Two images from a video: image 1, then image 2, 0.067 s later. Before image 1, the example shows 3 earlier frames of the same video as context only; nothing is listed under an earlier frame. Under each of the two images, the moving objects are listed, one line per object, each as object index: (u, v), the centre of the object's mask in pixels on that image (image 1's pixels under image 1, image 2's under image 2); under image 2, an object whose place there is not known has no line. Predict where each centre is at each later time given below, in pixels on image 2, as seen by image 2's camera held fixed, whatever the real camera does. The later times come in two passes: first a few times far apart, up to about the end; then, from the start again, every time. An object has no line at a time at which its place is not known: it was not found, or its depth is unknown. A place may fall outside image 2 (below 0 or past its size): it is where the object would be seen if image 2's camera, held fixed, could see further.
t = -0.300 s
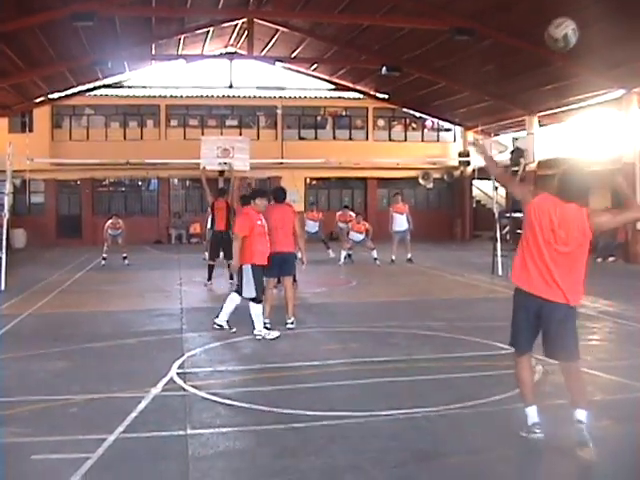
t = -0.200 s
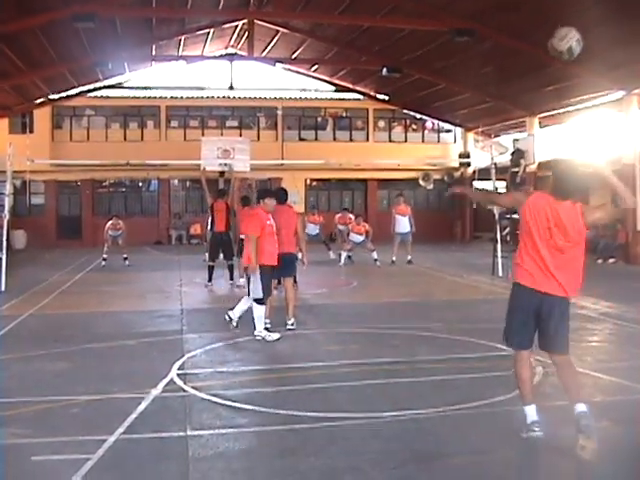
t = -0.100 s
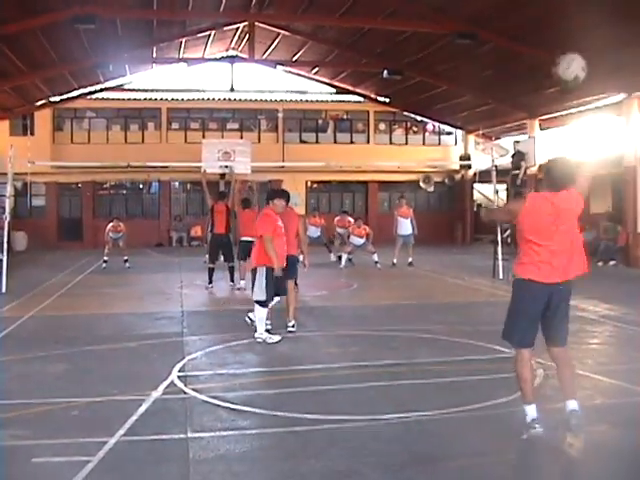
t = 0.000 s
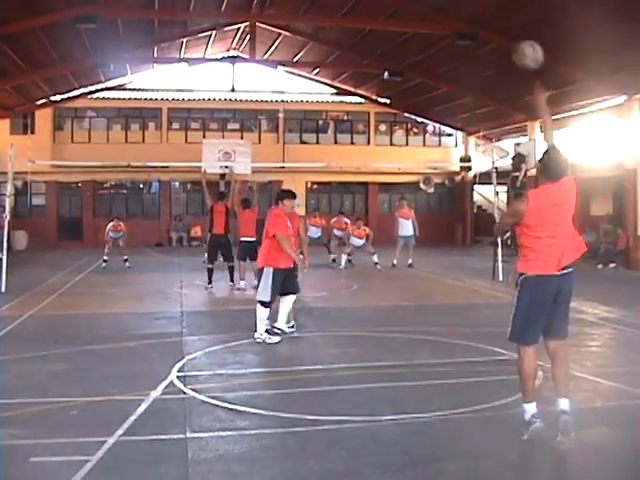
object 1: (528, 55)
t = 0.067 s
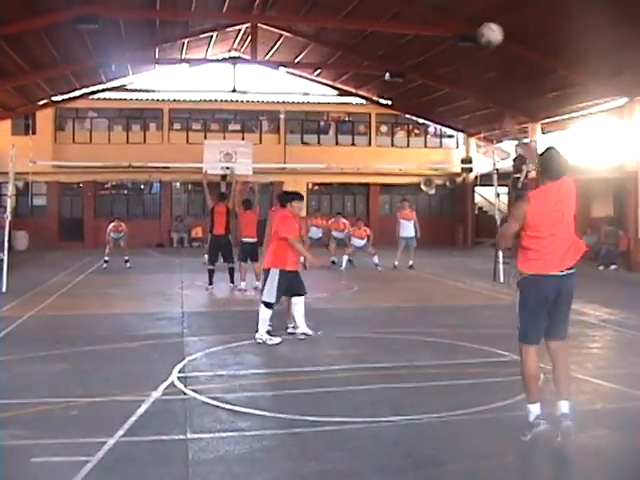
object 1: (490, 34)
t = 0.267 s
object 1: (418, 19)
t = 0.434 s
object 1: (385, 32)
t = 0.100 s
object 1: (474, 27)
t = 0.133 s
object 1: (461, 23)
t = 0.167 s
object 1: (449, 19)
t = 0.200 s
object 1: (437, 18)
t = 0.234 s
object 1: (427, 18)
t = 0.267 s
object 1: (418, 19)
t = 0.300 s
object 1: (410, 20)
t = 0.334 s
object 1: (403, 23)
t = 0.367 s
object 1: (397, 26)
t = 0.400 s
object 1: (391, 29)
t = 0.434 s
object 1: (385, 32)
